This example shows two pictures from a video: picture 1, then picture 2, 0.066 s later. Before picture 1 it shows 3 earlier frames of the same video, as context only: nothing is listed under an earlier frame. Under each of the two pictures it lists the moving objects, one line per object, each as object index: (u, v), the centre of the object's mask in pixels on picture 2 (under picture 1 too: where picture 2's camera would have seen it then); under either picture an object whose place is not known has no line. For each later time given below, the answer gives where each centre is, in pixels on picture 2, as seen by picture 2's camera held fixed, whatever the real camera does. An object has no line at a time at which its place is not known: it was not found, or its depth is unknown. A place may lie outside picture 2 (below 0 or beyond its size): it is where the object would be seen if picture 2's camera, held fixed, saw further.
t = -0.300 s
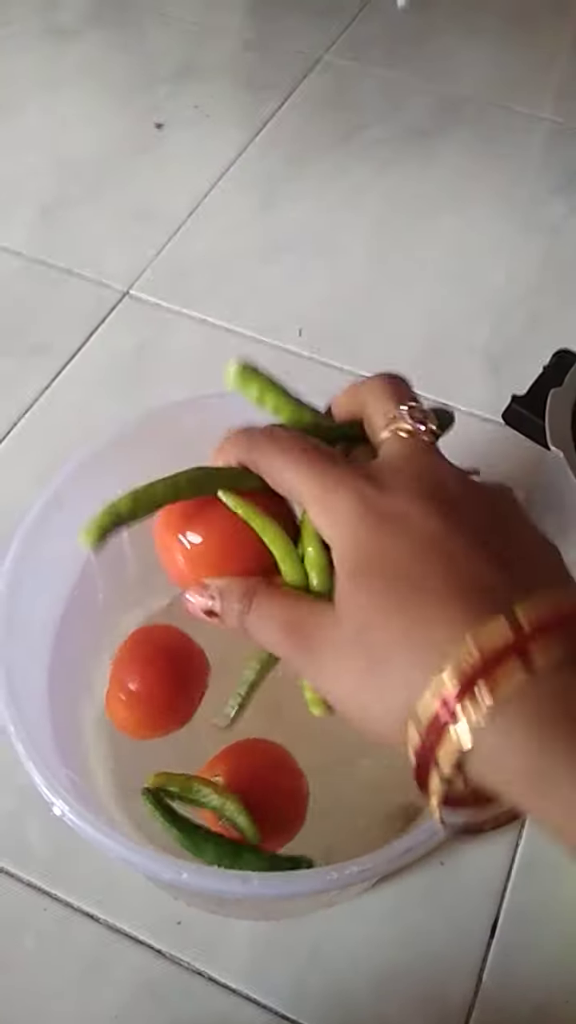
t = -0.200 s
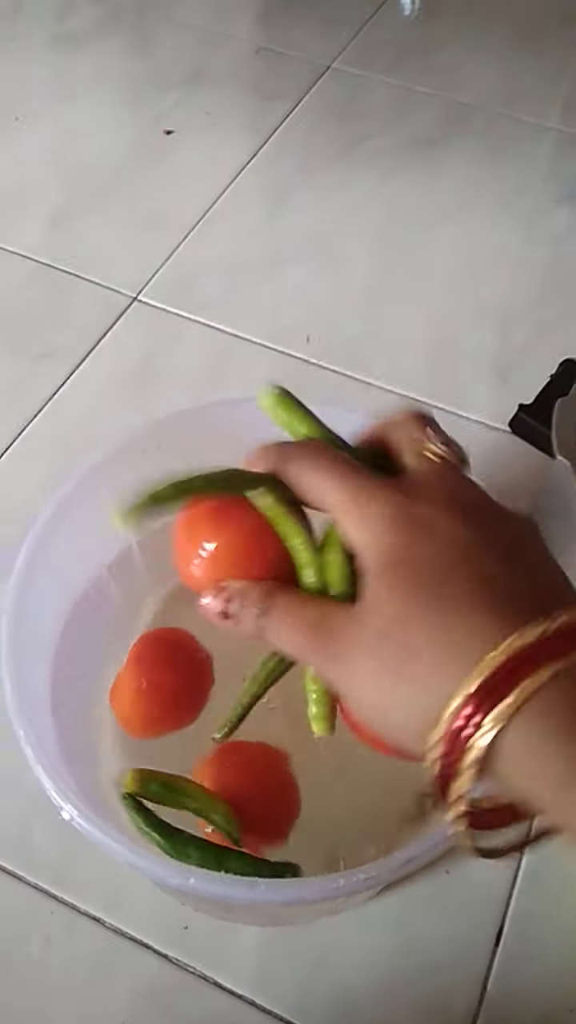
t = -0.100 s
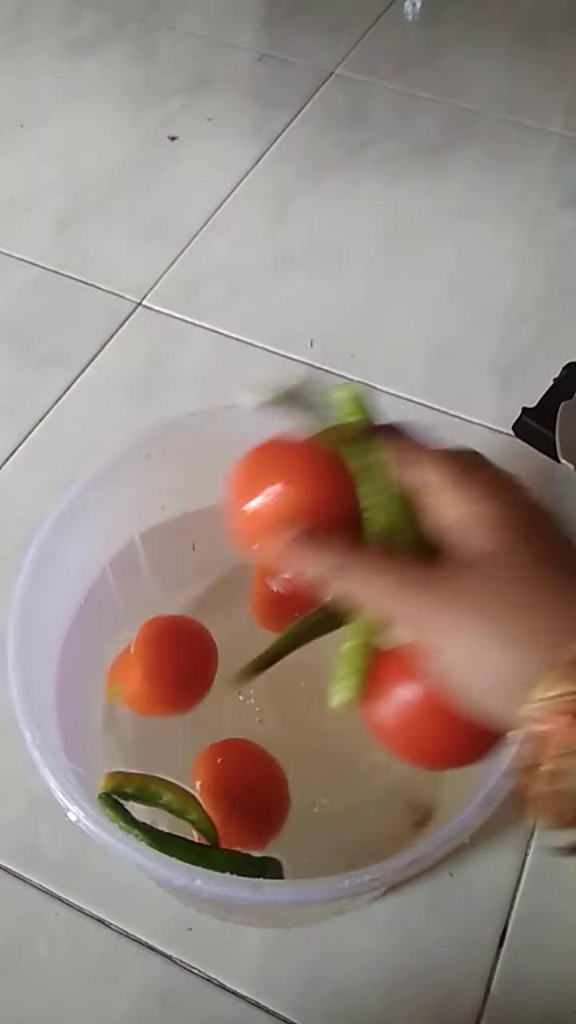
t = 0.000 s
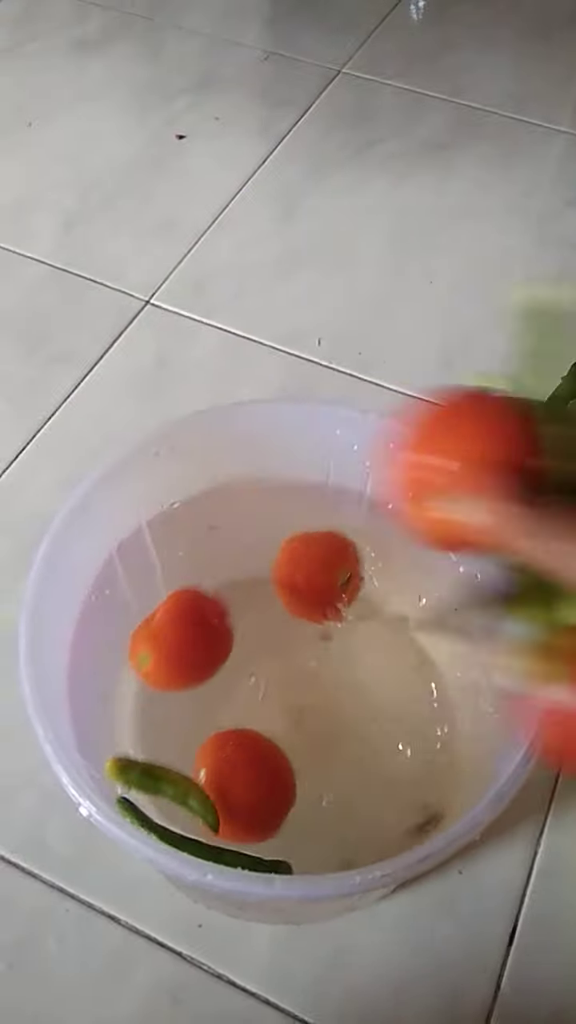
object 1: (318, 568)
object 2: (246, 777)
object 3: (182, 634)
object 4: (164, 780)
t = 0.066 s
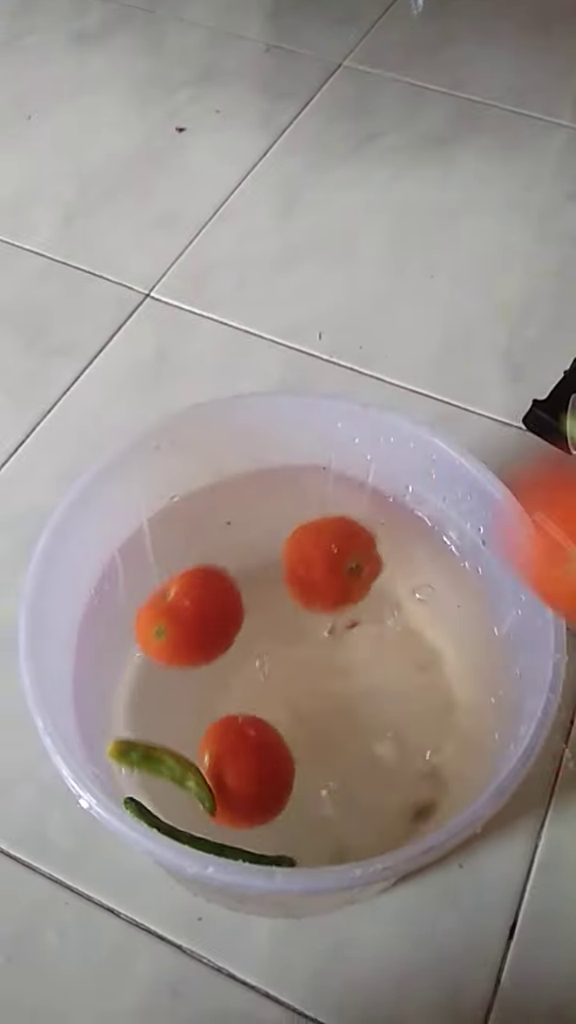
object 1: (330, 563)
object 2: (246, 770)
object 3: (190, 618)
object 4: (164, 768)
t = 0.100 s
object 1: (337, 562)
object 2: (245, 767)
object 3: (193, 612)
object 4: (161, 763)
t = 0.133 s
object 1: (341, 563)
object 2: (242, 764)
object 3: (194, 610)
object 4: (157, 759)
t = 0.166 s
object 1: (346, 565)
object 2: (238, 765)
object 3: (196, 607)
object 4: (152, 757)
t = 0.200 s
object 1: (349, 568)
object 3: (197, 605)
